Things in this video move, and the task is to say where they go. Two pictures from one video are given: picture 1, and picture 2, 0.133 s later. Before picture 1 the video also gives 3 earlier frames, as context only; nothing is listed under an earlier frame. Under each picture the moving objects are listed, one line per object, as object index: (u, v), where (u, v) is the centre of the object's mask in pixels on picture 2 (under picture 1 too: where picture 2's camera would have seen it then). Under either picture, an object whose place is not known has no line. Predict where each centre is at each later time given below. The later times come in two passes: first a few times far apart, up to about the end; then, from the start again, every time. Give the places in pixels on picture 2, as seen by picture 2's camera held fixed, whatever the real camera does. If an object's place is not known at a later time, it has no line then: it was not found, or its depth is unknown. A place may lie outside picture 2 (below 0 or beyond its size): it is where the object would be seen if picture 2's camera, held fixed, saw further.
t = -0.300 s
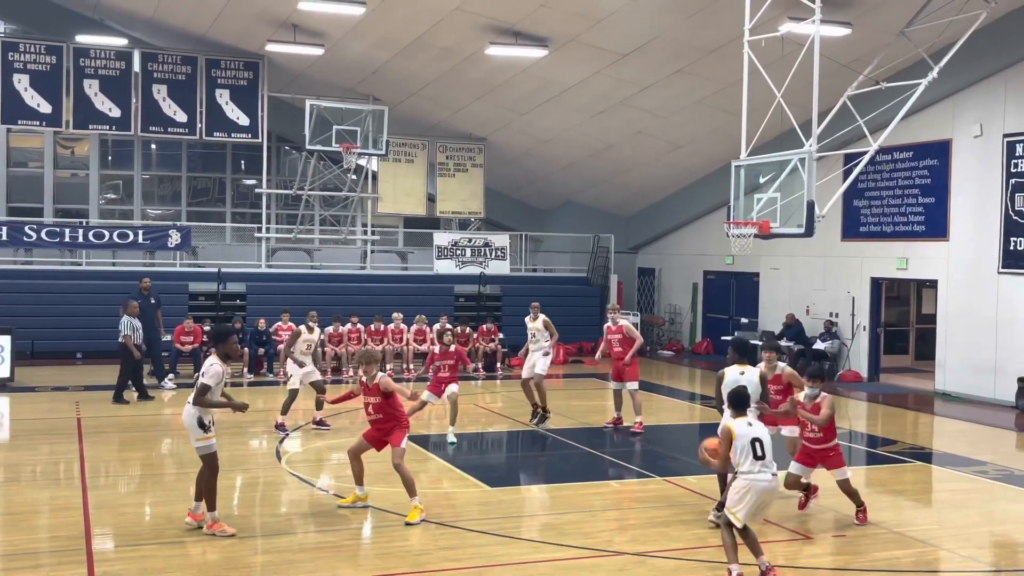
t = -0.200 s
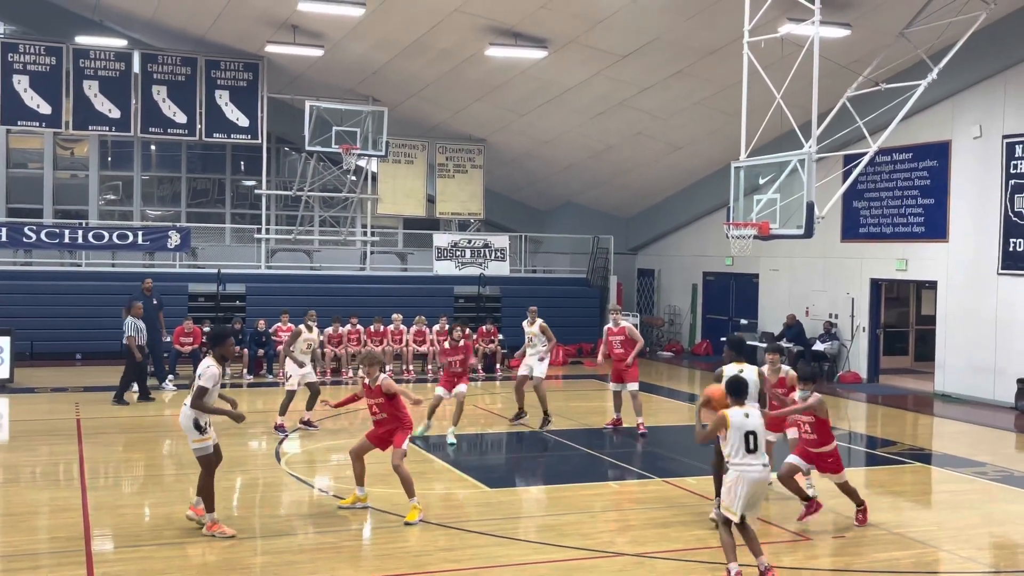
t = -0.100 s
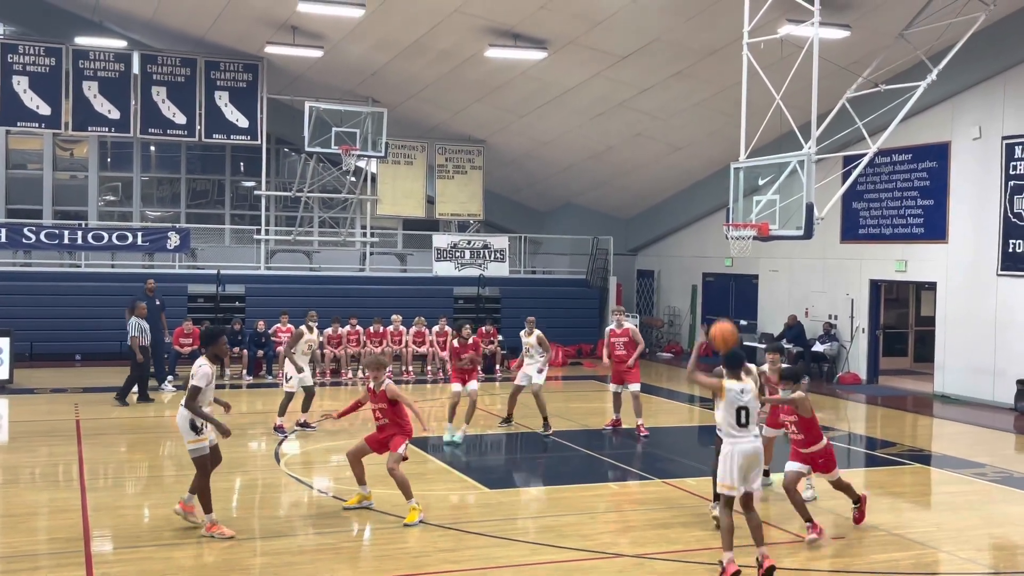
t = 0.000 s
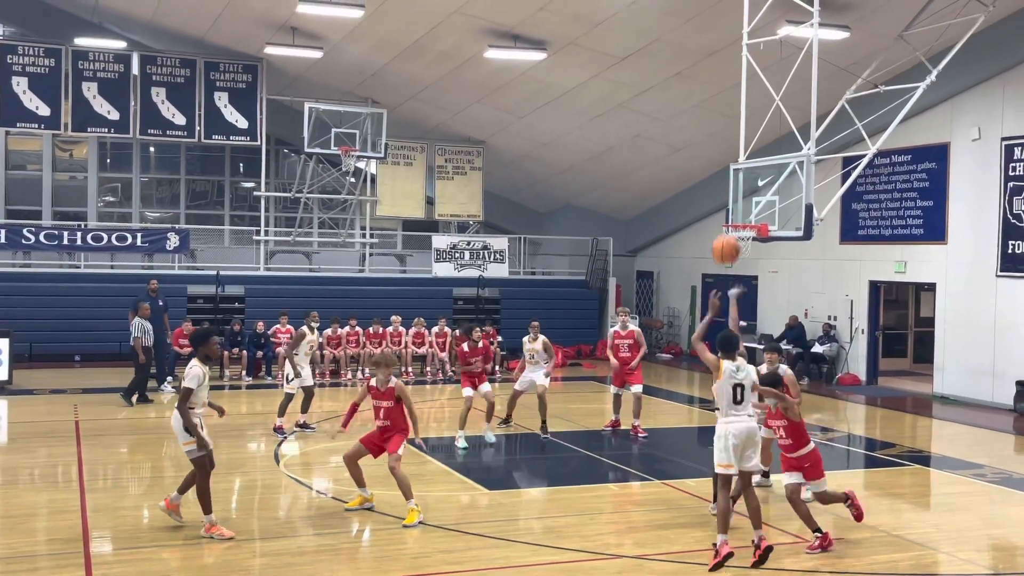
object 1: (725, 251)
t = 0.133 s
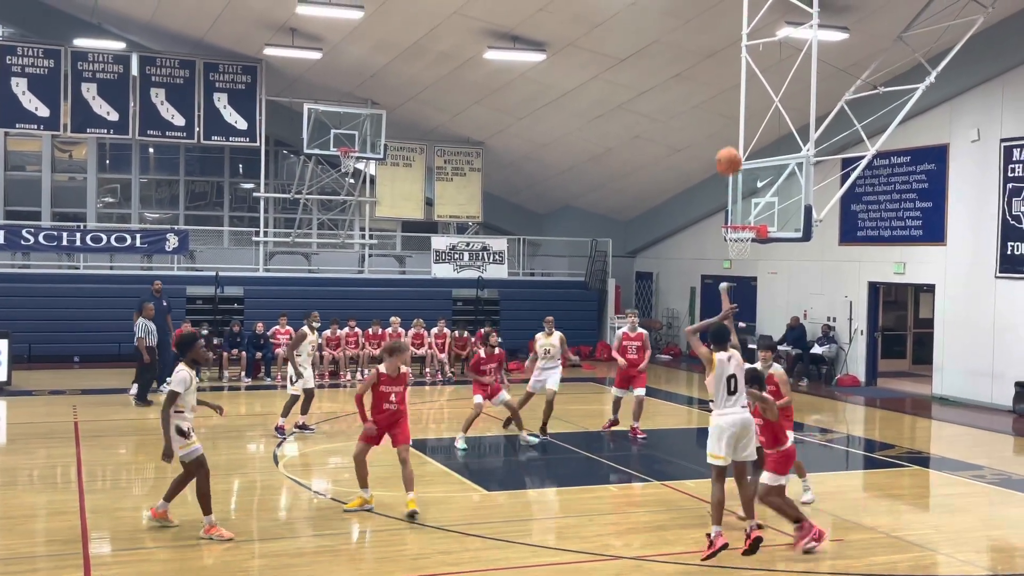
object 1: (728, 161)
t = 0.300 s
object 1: (731, 90)
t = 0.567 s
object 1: (732, 49)
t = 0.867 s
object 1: (731, 80)
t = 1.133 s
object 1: (727, 157)
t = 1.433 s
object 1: (724, 195)
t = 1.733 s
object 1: (719, 176)
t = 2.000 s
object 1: (712, 209)
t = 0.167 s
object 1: (729, 143)
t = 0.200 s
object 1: (730, 127)
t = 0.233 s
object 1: (730, 113)
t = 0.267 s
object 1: (730, 101)
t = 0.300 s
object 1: (731, 90)
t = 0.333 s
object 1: (731, 81)
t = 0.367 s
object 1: (731, 73)
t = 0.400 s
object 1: (731, 66)
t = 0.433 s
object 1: (731, 60)
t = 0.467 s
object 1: (732, 56)
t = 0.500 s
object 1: (732, 53)
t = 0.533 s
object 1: (732, 50)
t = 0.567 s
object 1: (732, 49)
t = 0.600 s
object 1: (732, 49)
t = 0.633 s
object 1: (732, 50)
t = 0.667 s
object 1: (732, 52)
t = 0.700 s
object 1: (732, 54)
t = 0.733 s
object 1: (732, 58)
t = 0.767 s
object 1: (731, 62)
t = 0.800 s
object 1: (731, 68)
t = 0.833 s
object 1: (731, 74)
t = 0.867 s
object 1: (731, 80)
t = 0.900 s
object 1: (730, 88)
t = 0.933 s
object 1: (730, 96)
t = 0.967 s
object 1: (730, 104)
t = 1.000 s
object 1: (729, 114)
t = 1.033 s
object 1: (729, 124)
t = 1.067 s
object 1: (729, 135)
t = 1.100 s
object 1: (728, 146)
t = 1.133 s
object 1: (727, 157)
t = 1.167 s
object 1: (726, 169)
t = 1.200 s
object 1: (726, 182)
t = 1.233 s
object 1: (726, 195)
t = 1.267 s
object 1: (725, 209)
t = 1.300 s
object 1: (725, 219)
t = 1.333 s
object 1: (725, 211)
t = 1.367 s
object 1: (724, 204)
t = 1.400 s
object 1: (724, 198)
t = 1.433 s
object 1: (724, 195)
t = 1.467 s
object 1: (723, 189)
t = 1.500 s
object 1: (723, 185)
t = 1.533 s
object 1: (722, 182)
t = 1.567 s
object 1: (722, 179)
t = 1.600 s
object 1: (721, 177)
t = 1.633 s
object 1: (721, 176)
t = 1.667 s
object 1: (721, 175)
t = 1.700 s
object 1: (720, 176)
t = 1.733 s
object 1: (719, 176)
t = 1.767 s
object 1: (718, 178)
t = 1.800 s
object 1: (717, 180)
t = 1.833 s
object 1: (716, 183)
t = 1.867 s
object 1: (715, 187)
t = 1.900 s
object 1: (714, 192)
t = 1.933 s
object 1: (714, 197)
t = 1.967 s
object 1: (713, 203)
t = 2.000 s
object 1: (712, 209)
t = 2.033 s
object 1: (711, 217)
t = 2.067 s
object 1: (710, 224)
